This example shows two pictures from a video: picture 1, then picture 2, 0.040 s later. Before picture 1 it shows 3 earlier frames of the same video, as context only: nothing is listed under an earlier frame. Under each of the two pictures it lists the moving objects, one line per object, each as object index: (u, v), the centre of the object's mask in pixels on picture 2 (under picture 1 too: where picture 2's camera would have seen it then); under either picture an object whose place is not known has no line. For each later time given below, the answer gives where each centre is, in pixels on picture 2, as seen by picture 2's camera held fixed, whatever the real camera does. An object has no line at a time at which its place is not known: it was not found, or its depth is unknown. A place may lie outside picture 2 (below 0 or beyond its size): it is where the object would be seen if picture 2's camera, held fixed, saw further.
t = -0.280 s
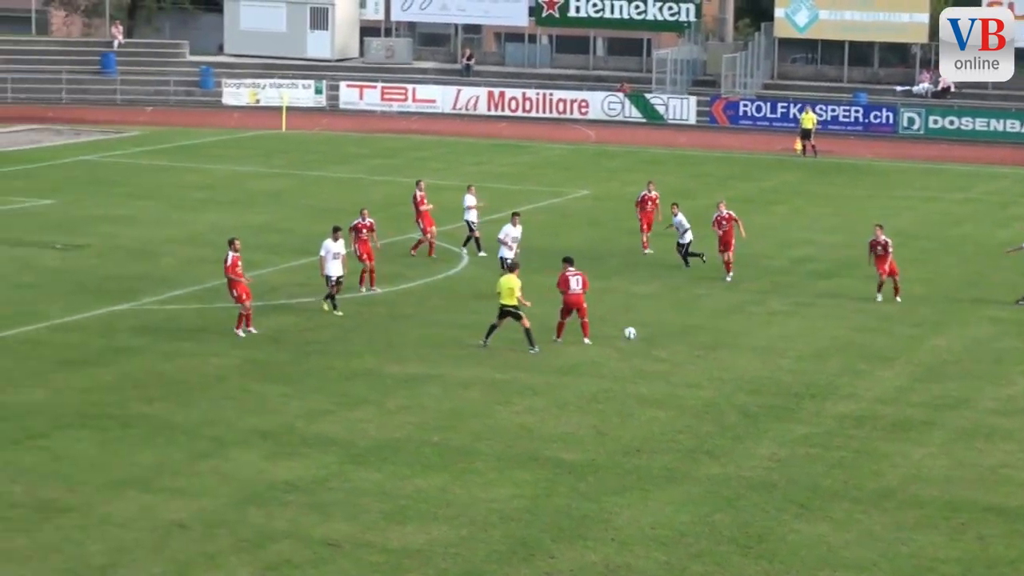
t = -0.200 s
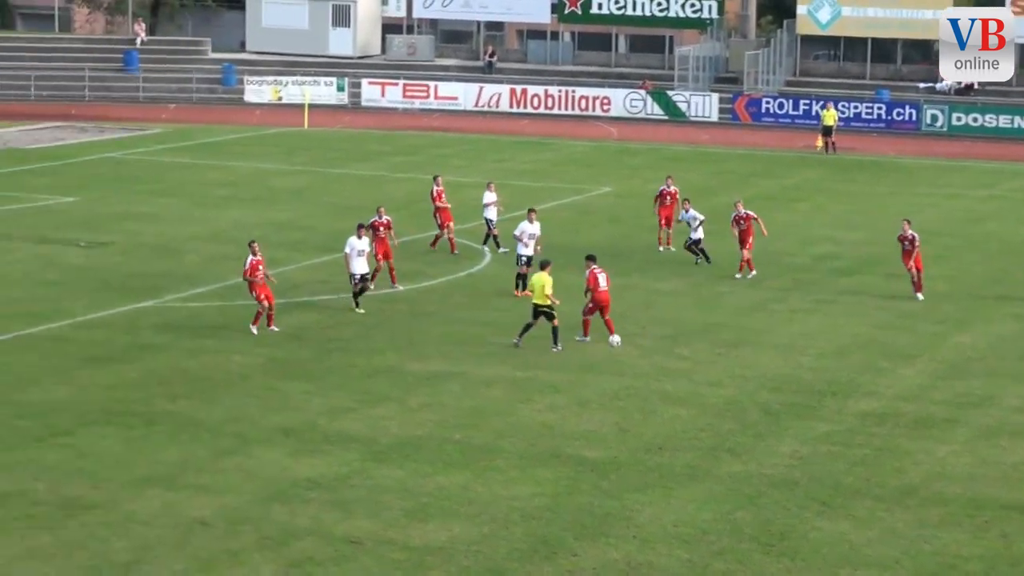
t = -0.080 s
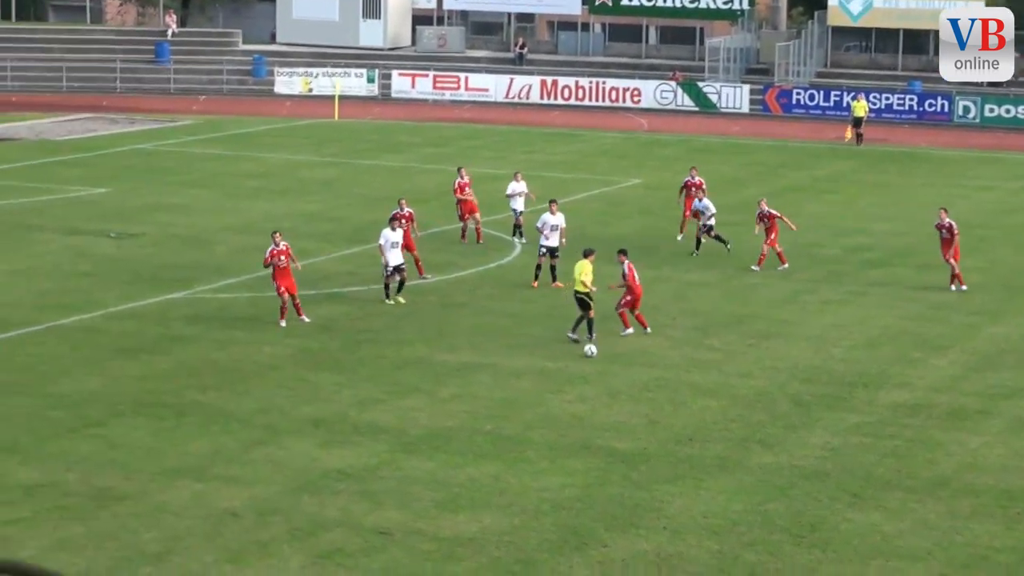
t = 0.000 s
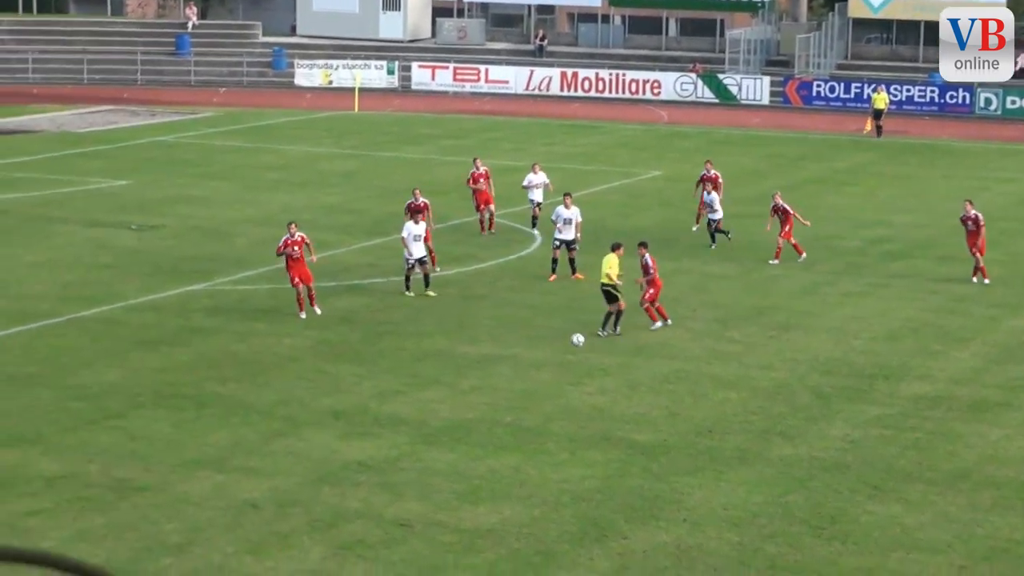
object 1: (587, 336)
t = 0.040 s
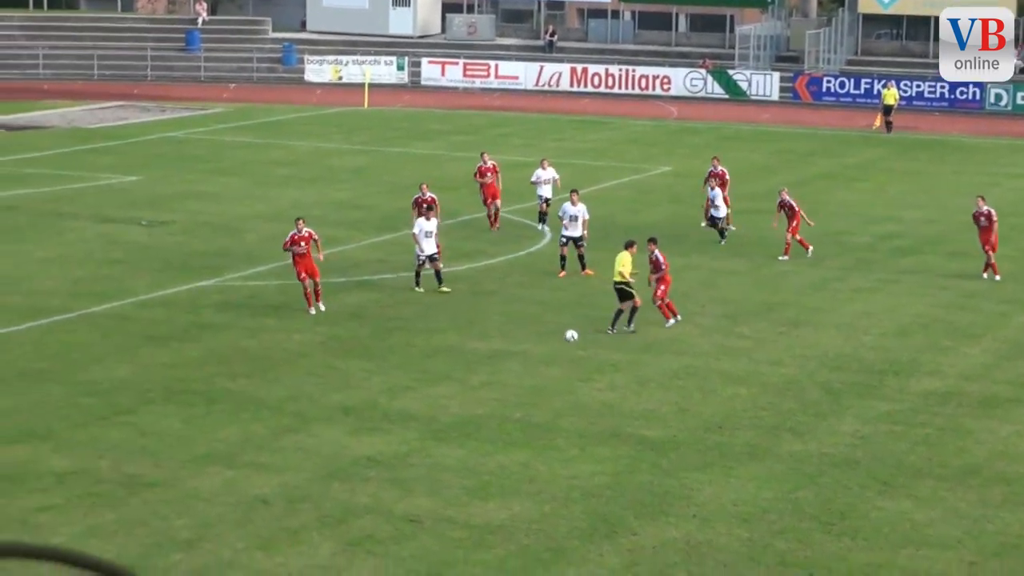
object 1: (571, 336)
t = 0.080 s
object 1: (555, 337)
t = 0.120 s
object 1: (539, 340)
